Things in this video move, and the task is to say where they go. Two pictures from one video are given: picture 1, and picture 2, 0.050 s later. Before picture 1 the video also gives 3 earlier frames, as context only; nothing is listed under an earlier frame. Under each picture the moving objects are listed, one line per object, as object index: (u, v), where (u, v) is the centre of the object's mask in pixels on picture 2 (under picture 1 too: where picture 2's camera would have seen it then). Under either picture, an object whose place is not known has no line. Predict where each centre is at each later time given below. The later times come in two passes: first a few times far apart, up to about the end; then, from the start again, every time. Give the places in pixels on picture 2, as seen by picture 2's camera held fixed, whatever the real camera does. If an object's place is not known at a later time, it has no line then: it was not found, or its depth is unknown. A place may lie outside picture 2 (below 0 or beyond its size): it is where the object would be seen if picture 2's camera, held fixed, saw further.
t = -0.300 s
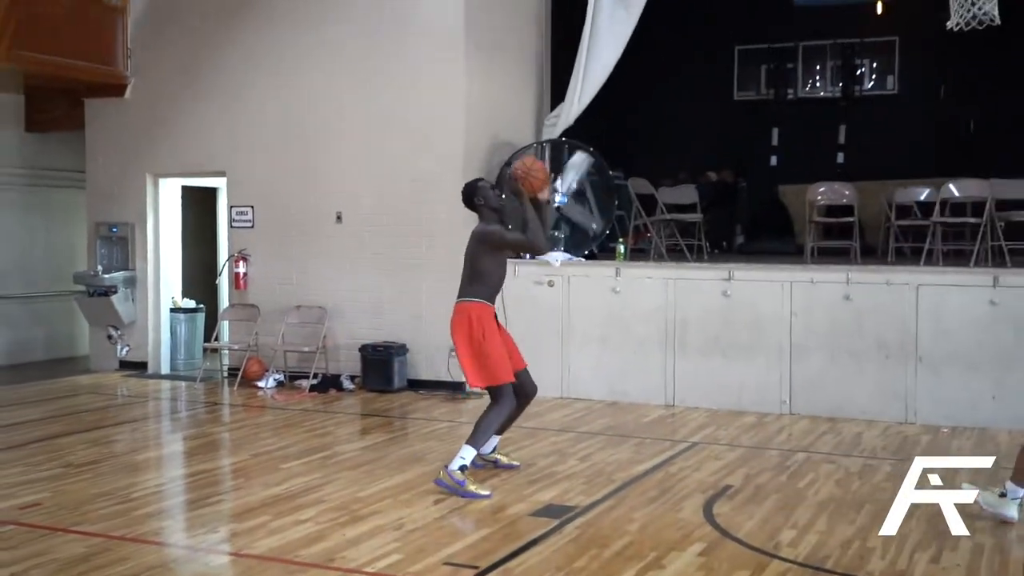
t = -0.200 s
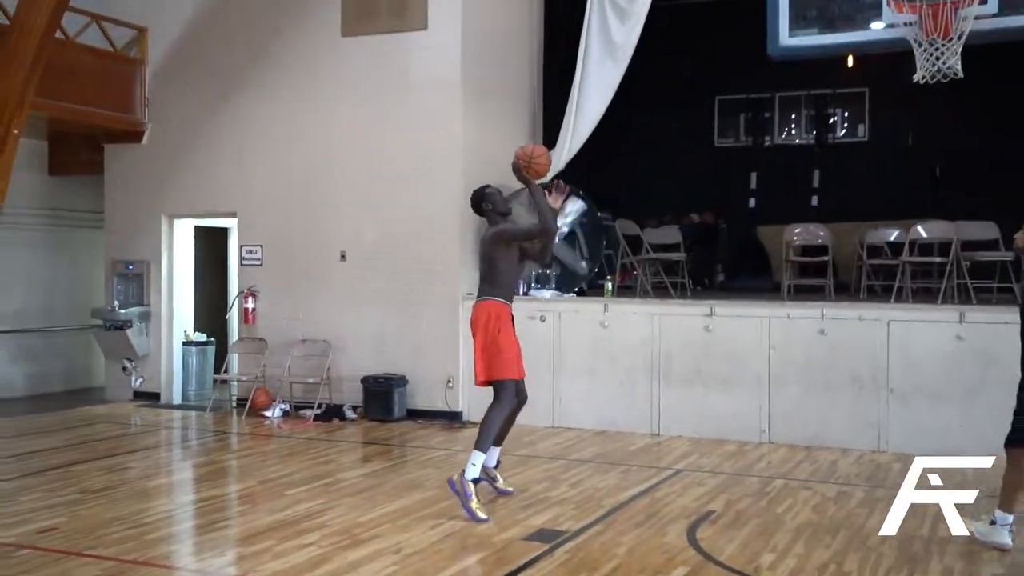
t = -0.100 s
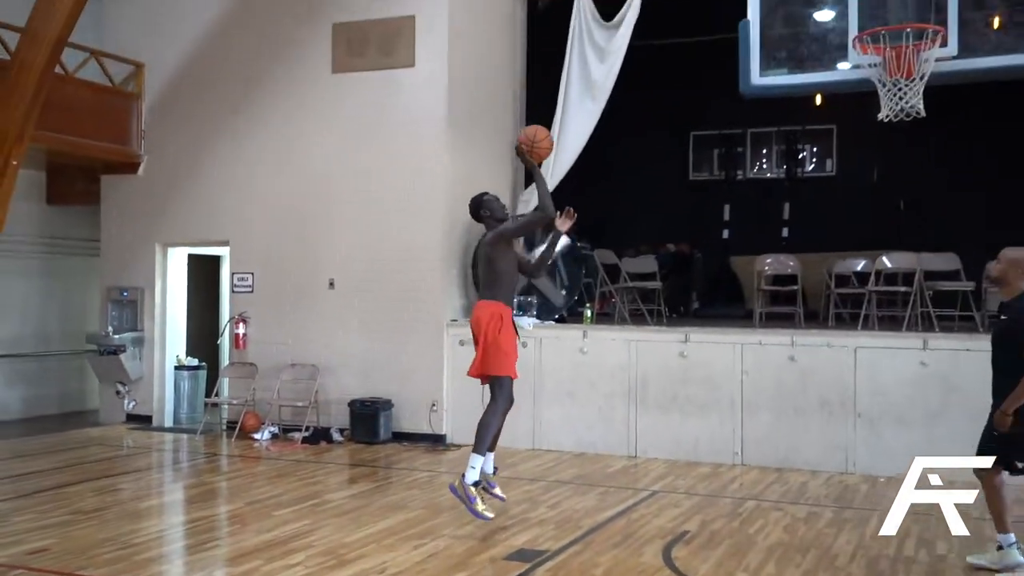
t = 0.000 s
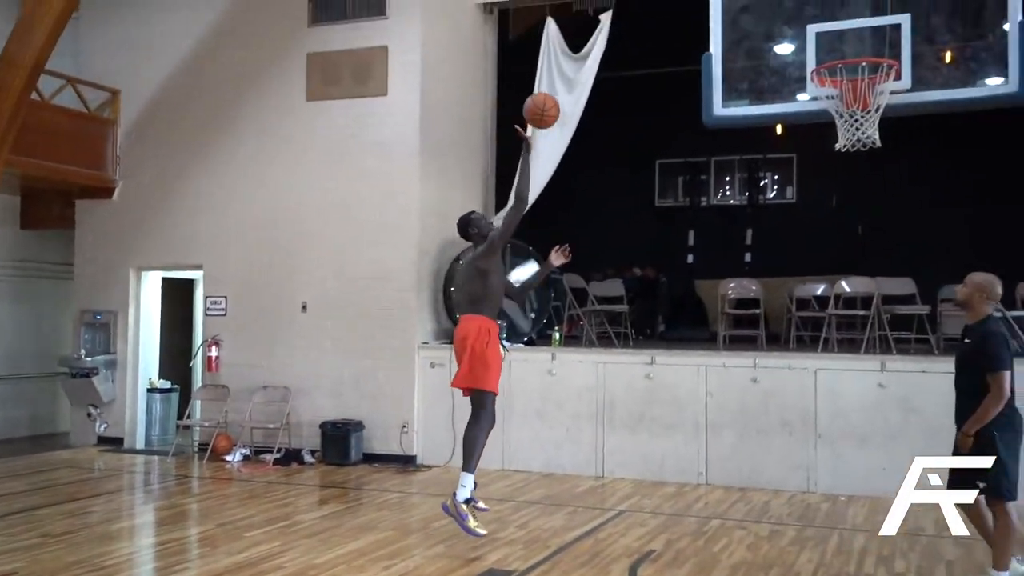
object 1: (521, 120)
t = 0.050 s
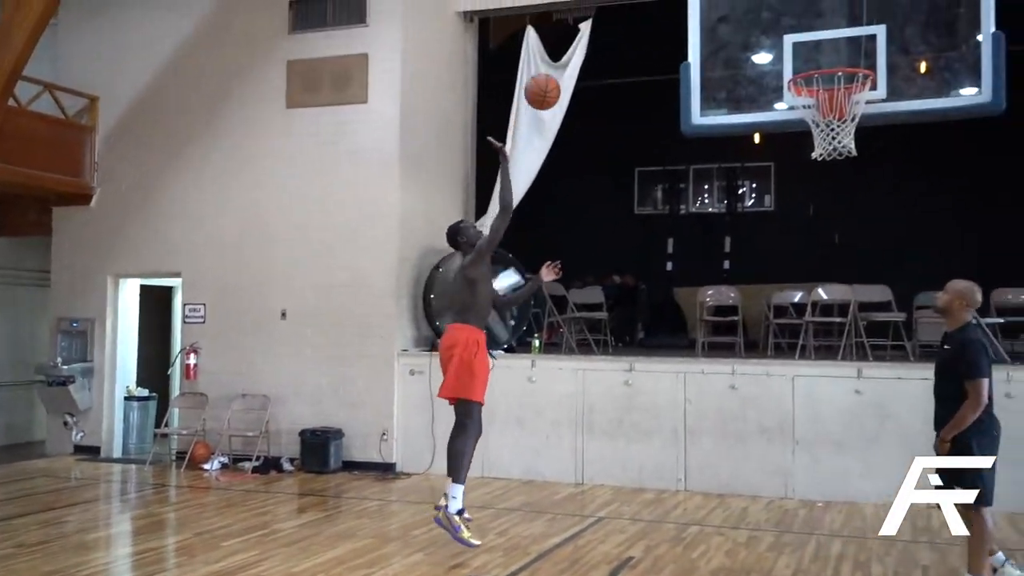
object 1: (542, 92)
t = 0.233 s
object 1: (620, 22)
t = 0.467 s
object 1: (722, 5)
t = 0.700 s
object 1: (831, 62)
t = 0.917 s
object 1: (872, 137)
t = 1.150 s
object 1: (879, 249)
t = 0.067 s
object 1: (550, 83)
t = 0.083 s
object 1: (557, 75)
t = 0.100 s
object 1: (564, 67)
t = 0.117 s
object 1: (571, 60)
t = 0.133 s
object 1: (578, 54)
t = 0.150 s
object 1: (585, 47)
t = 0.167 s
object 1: (592, 41)
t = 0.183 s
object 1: (599, 35)
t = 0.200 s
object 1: (606, 30)
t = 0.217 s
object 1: (612, 26)
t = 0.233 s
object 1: (620, 22)
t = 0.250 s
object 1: (627, 18)
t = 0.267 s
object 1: (635, 14)
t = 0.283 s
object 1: (642, 11)
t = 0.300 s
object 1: (649, 8)
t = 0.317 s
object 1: (657, 6)
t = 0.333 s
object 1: (664, 4)
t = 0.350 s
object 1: (671, 3)
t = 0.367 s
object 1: (679, 1)
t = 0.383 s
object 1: (687, 0)
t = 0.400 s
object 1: (694, 0)
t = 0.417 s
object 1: (702, 0)
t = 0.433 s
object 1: (709, 2)
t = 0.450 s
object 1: (715, 3)
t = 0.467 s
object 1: (722, 5)
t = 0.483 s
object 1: (729, 8)
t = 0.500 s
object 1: (737, 10)
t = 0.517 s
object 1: (745, 13)
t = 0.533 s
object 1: (753, 16)
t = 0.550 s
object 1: (761, 21)
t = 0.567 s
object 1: (769, 24)
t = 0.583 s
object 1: (777, 28)
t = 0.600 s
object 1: (785, 34)
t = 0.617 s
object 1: (793, 40)
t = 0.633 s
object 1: (801, 46)
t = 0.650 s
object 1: (808, 52)
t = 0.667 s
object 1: (815, 55)
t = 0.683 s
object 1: (823, 59)
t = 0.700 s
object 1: (831, 62)
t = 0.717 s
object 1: (837, 81)
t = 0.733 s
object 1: (846, 84)
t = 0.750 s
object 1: (857, 99)
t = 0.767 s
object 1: (864, 104)
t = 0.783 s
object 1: (864, 104)
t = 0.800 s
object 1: (869, 105)
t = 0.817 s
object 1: (868, 126)
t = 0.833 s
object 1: (867, 125)
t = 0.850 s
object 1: (869, 125)
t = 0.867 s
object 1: (870, 126)
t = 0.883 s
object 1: (871, 129)
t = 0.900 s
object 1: (872, 133)
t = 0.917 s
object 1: (872, 137)
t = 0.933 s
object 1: (872, 141)
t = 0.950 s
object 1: (873, 147)
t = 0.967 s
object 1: (874, 154)
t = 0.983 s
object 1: (875, 160)
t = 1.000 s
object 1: (874, 167)
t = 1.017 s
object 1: (874, 174)
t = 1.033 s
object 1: (875, 182)
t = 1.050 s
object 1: (875, 190)
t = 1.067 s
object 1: (876, 199)
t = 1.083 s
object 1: (876, 208)
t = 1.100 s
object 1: (877, 217)
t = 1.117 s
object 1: (878, 227)
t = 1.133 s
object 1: (878, 238)
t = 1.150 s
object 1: (879, 249)
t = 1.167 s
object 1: (881, 261)
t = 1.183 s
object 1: (881, 271)
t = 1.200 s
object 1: (883, 285)
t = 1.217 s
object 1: (882, 296)
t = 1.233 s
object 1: (881, 307)
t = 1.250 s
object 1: (882, 322)
